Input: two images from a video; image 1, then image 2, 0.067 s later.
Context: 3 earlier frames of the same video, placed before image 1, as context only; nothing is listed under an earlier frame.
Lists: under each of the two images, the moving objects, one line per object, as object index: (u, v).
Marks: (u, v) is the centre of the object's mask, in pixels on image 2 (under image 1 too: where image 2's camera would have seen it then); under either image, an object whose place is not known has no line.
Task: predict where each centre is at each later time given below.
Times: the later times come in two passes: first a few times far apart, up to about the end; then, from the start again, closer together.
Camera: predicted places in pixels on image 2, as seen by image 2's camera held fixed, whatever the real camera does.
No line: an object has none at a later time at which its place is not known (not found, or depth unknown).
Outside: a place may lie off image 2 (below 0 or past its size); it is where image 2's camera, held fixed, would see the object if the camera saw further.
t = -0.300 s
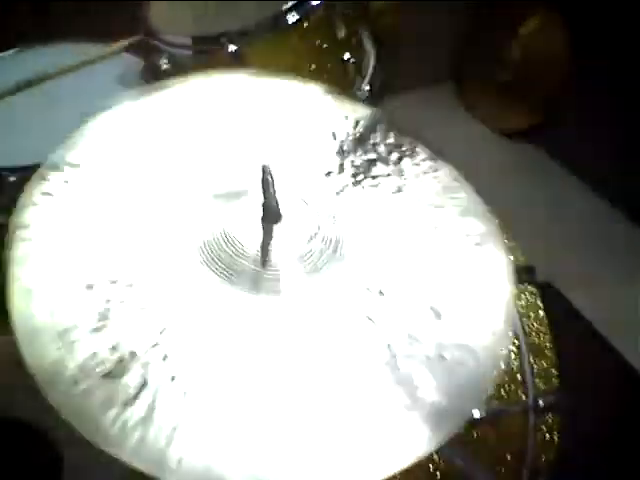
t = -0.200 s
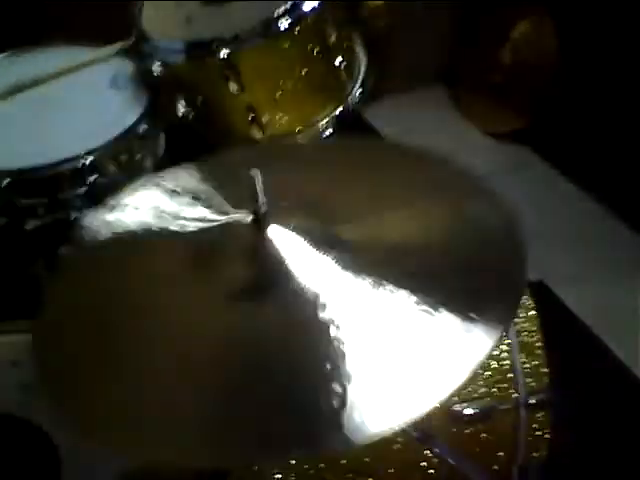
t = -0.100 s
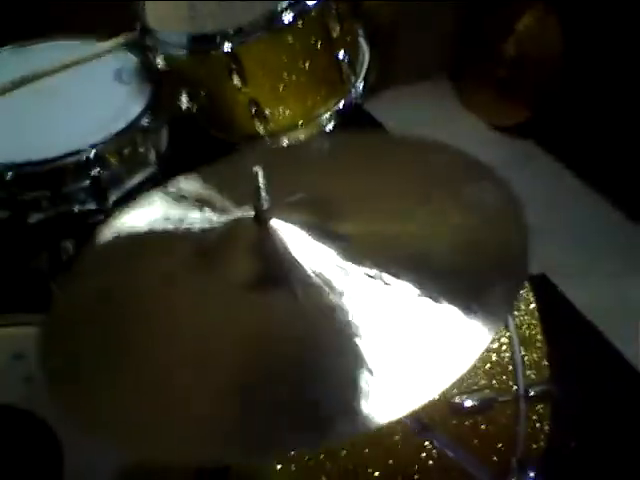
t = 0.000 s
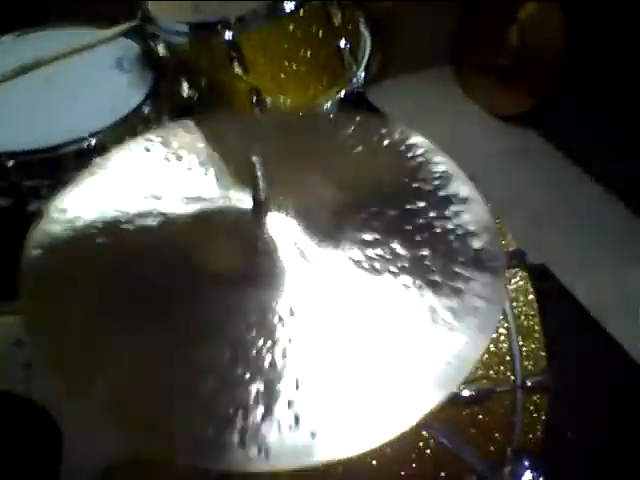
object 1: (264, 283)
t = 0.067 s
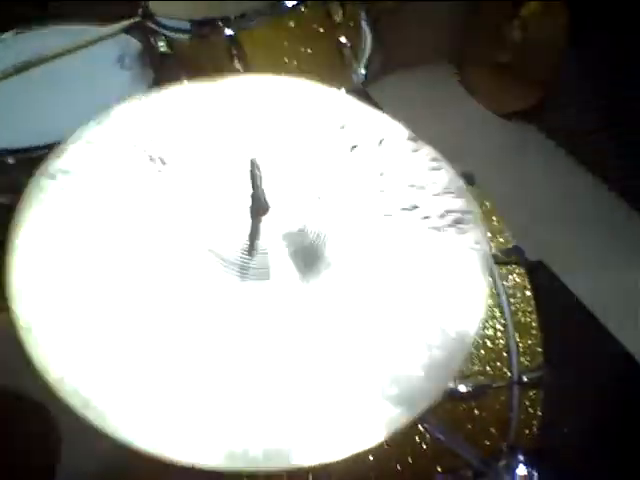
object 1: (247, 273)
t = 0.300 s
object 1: (267, 282)
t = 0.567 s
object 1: (254, 276)
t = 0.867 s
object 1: (270, 285)
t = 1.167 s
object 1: (270, 284)
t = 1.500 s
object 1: (273, 283)
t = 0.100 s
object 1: (244, 269)
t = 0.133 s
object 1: (245, 269)
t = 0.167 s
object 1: (246, 271)
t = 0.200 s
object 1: (250, 274)
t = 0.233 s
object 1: (256, 277)
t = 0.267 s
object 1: (262, 281)
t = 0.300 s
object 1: (267, 282)
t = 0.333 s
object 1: (270, 282)
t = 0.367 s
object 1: (271, 283)
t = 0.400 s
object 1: (269, 284)
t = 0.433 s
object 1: (265, 285)
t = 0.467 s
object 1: (261, 284)
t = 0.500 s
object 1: (258, 281)
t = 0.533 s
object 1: (256, 278)
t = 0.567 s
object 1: (254, 276)
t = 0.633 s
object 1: (257, 276)
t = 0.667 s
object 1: (261, 278)
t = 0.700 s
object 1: (264, 280)
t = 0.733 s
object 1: (268, 282)
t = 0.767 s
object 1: (271, 284)
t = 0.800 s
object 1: (272, 284)
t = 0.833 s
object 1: (272, 285)
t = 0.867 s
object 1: (270, 285)
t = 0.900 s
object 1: (267, 284)
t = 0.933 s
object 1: (266, 282)
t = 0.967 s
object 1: (264, 281)
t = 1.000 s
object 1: (264, 280)
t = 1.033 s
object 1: (264, 280)
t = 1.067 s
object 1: (265, 281)
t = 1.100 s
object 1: (266, 283)
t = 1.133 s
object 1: (268, 283)
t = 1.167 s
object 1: (270, 284)
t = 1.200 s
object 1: (271, 284)
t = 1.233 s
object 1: (270, 284)
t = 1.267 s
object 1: (270, 284)
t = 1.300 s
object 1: (269, 283)
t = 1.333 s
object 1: (268, 282)
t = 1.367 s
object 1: (269, 281)
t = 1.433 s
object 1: (270, 281)
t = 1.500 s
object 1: (273, 283)
